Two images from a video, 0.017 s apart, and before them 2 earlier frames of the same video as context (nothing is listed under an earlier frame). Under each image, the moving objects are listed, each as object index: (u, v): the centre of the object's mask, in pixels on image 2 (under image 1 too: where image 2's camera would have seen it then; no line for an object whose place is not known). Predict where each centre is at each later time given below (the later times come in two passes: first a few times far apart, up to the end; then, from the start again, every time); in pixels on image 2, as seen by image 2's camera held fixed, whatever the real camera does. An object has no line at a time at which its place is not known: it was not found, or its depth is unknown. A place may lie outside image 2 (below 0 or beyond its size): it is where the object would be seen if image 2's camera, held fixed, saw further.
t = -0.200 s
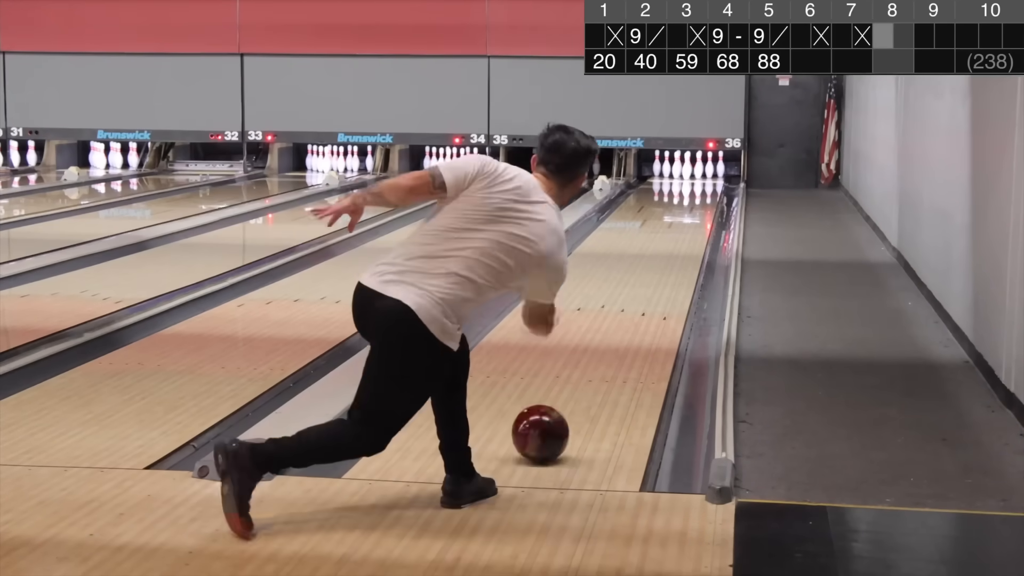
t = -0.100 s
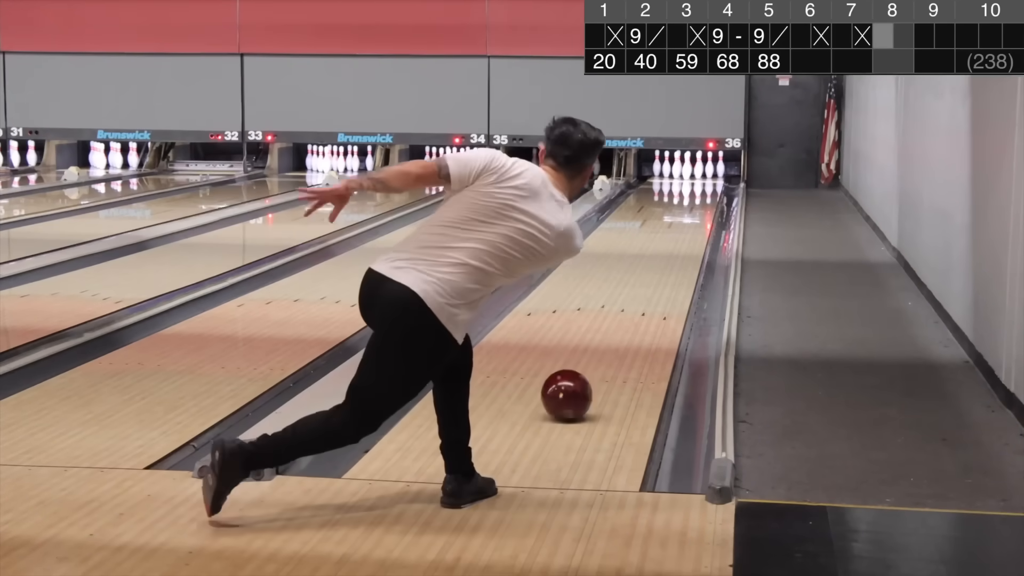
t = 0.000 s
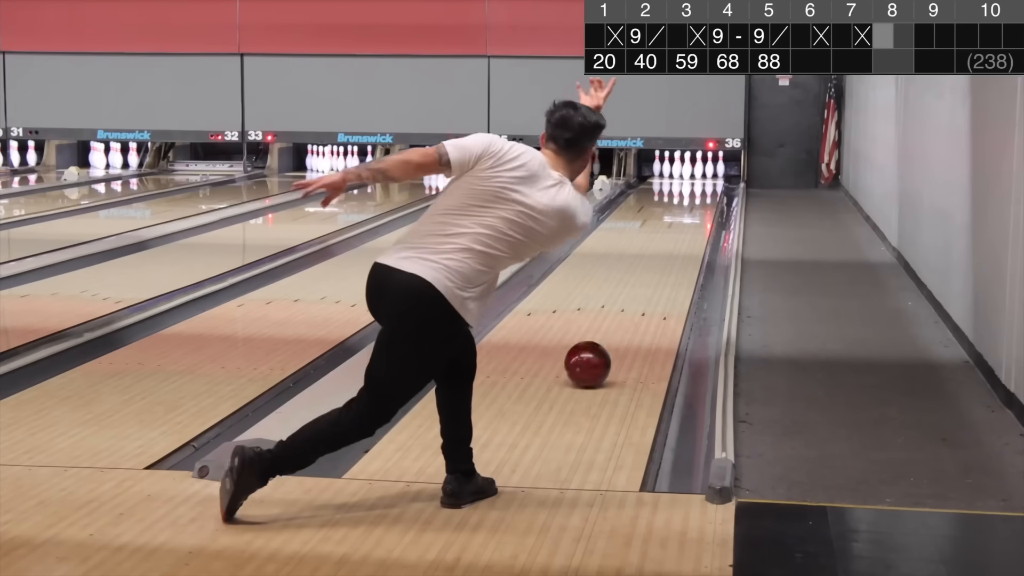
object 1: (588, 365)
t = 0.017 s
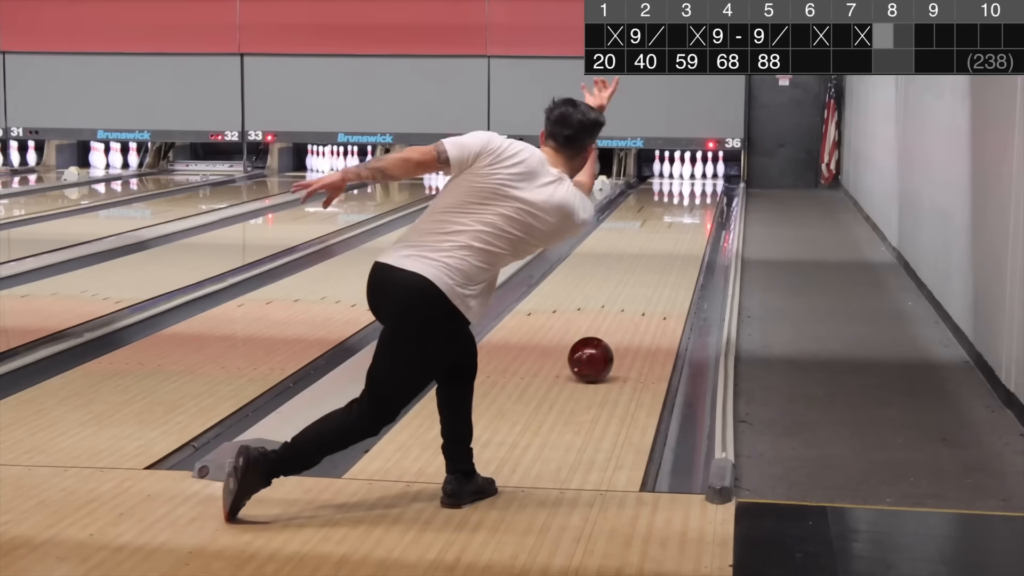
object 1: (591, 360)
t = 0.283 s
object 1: (628, 303)
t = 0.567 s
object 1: (653, 264)
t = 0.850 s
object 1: (669, 236)
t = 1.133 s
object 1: (679, 215)
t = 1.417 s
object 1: (686, 200)
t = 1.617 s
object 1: (689, 191)
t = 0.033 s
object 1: (594, 355)
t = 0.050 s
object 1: (596, 351)
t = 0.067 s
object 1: (599, 347)
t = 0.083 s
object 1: (602, 343)
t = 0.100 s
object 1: (604, 339)
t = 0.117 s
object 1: (607, 335)
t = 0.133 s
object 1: (609, 331)
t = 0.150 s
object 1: (612, 327)
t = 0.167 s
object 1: (614, 324)
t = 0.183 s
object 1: (616, 321)
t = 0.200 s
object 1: (618, 317)
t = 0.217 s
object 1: (620, 314)
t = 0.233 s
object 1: (622, 311)
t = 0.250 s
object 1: (624, 308)
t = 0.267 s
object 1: (626, 305)
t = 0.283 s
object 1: (628, 303)
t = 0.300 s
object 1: (630, 300)
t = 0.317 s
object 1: (632, 297)
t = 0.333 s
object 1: (634, 295)
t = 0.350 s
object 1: (635, 292)
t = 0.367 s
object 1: (637, 290)
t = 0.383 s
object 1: (638, 287)
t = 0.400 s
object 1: (640, 285)
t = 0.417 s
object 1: (641, 283)
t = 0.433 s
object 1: (643, 281)
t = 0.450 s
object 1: (644, 278)
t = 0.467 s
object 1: (645, 276)
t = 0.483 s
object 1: (647, 274)
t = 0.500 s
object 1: (648, 272)
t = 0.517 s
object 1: (649, 270)
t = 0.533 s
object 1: (651, 268)
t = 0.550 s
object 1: (652, 266)
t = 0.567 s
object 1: (653, 264)
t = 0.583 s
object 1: (654, 262)
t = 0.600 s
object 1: (655, 260)
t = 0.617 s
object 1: (656, 258)
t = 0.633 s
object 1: (657, 256)
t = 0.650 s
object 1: (658, 255)
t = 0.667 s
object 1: (659, 253)
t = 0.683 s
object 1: (660, 251)
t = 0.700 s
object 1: (661, 249)
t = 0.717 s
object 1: (662, 248)
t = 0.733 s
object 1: (663, 246)
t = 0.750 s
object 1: (664, 245)
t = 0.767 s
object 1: (665, 243)
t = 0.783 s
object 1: (666, 242)
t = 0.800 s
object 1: (666, 240)
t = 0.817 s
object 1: (667, 239)
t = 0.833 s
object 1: (668, 237)
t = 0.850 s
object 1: (669, 236)
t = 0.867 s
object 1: (670, 234)
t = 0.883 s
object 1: (670, 233)
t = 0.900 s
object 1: (671, 232)
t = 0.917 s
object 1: (672, 230)
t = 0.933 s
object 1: (672, 229)
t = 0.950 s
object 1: (673, 228)
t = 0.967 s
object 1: (674, 227)
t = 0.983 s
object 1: (674, 225)
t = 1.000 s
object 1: (675, 224)
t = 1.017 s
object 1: (675, 223)
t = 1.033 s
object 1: (676, 222)
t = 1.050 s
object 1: (676, 221)
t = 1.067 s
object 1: (677, 219)
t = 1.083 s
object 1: (677, 218)
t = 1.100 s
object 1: (678, 217)
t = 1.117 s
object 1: (679, 216)
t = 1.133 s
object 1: (679, 215)
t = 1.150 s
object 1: (680, 214)
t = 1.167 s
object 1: (680, 213)
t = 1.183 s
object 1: (681, 212)
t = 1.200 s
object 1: (681, 211)
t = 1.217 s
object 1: (682, 210)
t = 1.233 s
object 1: (682, 209)
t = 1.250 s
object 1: (682, 208)
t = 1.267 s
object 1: (683, 208)
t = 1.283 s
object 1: (683, 207)
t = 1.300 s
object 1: (684, 206)
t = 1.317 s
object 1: (684, 205)
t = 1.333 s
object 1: (684, 204)
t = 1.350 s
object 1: (684, 203)
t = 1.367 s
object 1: (685, 202)
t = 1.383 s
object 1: (685, 201)
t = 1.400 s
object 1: (686, 200)
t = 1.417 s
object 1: (686, 200)
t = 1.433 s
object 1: (686, 199)
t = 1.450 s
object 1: (687, 198)
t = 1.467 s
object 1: (687, 197)
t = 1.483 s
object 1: (687, 197)
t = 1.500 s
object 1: (687, 196)
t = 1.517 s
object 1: (688, 195)
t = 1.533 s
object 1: (688, 194)
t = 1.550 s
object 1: (688, 194)
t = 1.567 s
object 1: (688, 193)
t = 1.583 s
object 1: (689, 192)
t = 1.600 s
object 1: (689, 191)
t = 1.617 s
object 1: (689, 191)
